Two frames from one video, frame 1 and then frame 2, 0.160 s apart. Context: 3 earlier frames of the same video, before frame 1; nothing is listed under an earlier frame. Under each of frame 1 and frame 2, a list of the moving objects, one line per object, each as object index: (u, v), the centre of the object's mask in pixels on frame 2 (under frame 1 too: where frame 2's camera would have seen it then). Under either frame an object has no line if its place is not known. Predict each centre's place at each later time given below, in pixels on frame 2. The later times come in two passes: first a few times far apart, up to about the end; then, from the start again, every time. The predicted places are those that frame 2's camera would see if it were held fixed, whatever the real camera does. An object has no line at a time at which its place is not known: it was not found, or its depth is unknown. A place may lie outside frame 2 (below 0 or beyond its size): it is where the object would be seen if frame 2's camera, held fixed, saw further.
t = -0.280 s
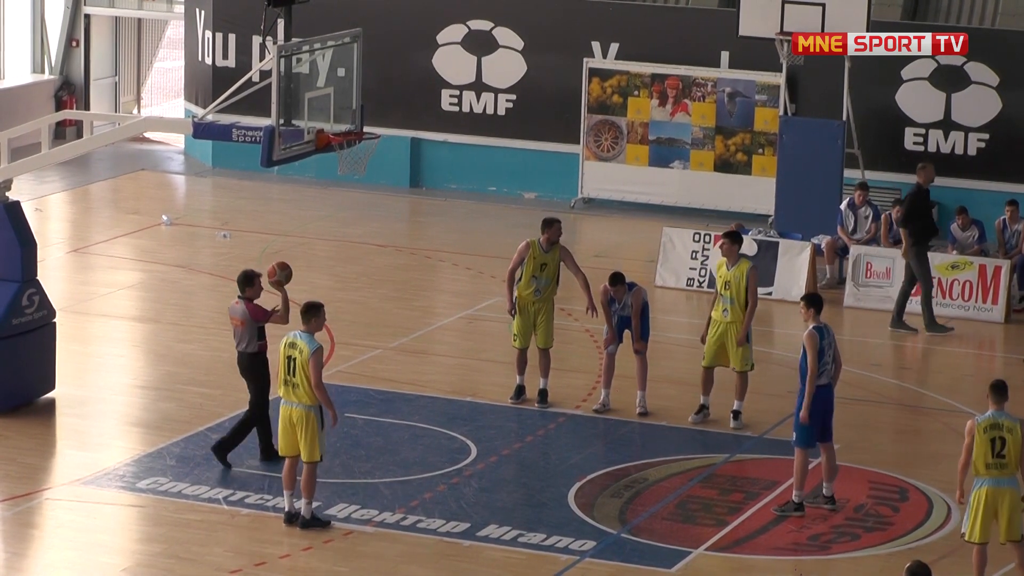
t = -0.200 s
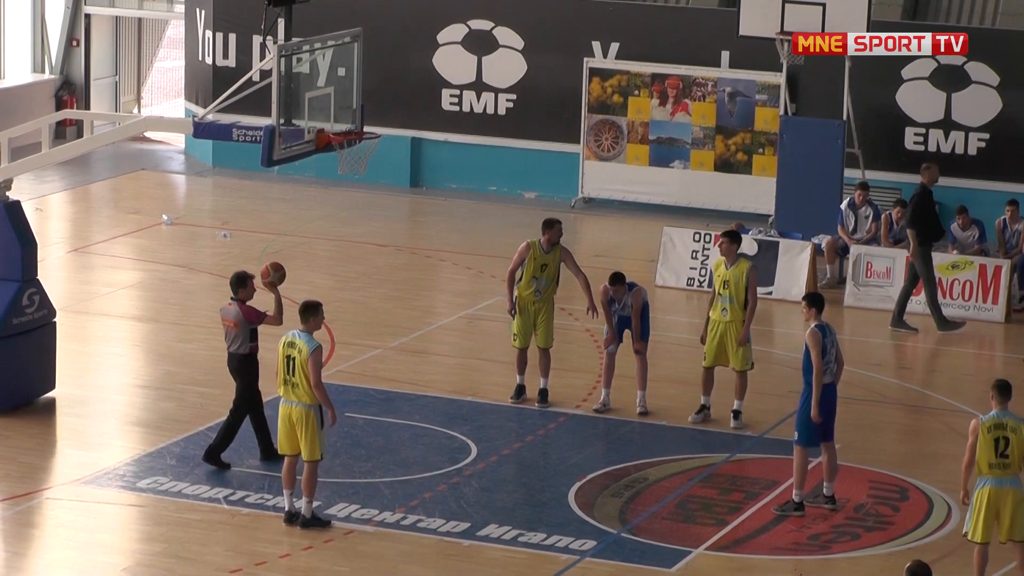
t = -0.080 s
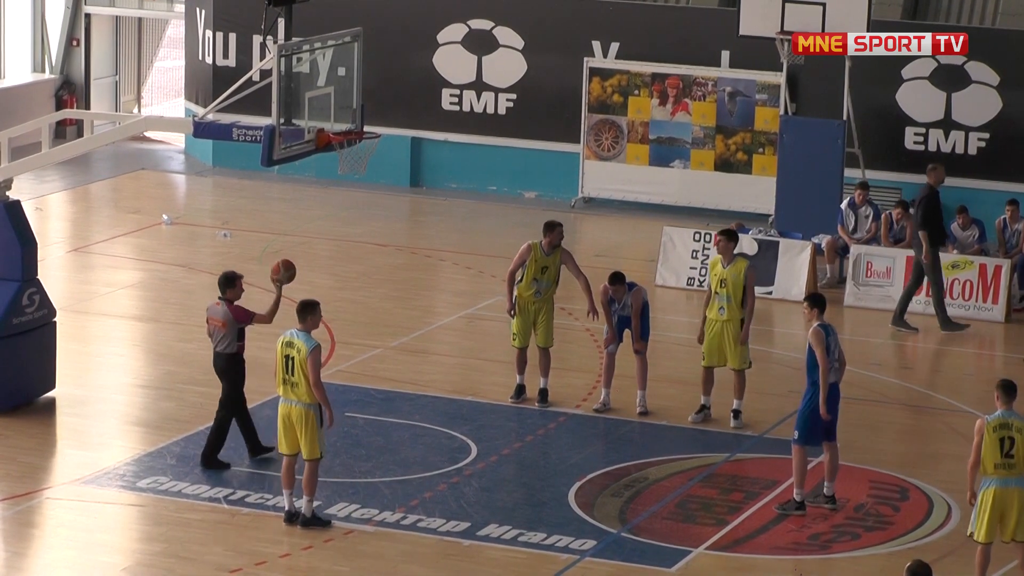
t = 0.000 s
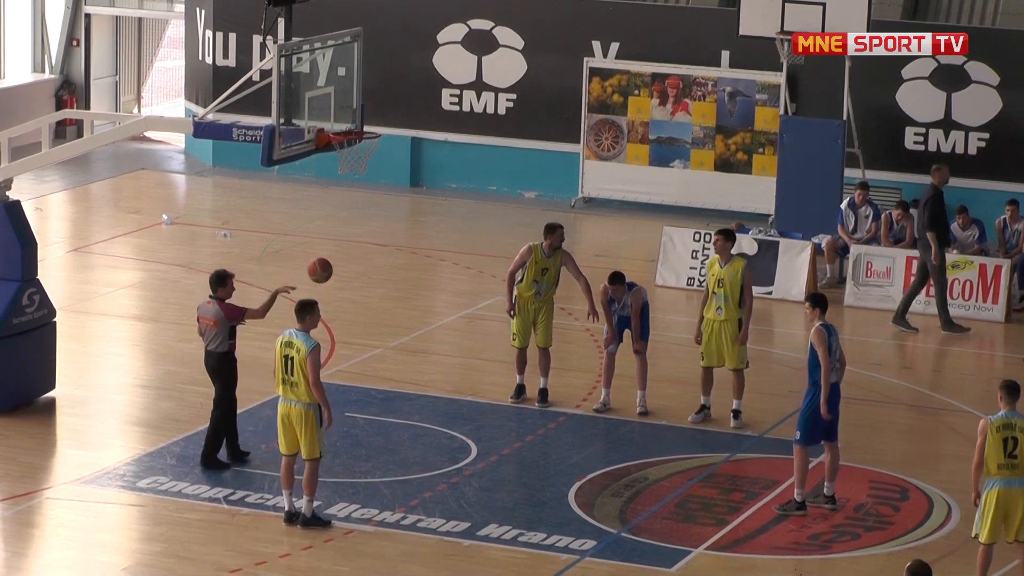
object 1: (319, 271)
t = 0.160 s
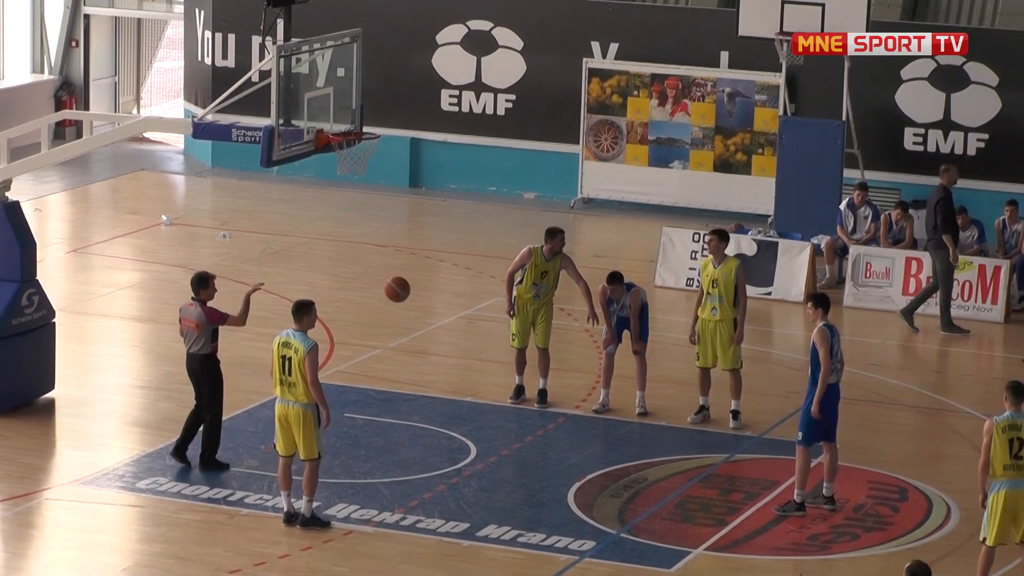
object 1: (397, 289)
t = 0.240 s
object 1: (436, 308)
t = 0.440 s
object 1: (531, 385)
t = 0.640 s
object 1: (618, 481)
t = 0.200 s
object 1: (417, 298)
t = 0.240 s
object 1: (436, 308)
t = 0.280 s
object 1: (455, 320)
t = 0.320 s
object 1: (474, 334)
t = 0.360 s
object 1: (494, 350)
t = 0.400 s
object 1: (512, 367)
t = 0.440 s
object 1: (531, 385)
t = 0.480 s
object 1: (550, 404)
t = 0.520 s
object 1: (568, 426)
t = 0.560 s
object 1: (586, 449)
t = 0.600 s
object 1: (604, 474)
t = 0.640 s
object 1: (618, 481)
